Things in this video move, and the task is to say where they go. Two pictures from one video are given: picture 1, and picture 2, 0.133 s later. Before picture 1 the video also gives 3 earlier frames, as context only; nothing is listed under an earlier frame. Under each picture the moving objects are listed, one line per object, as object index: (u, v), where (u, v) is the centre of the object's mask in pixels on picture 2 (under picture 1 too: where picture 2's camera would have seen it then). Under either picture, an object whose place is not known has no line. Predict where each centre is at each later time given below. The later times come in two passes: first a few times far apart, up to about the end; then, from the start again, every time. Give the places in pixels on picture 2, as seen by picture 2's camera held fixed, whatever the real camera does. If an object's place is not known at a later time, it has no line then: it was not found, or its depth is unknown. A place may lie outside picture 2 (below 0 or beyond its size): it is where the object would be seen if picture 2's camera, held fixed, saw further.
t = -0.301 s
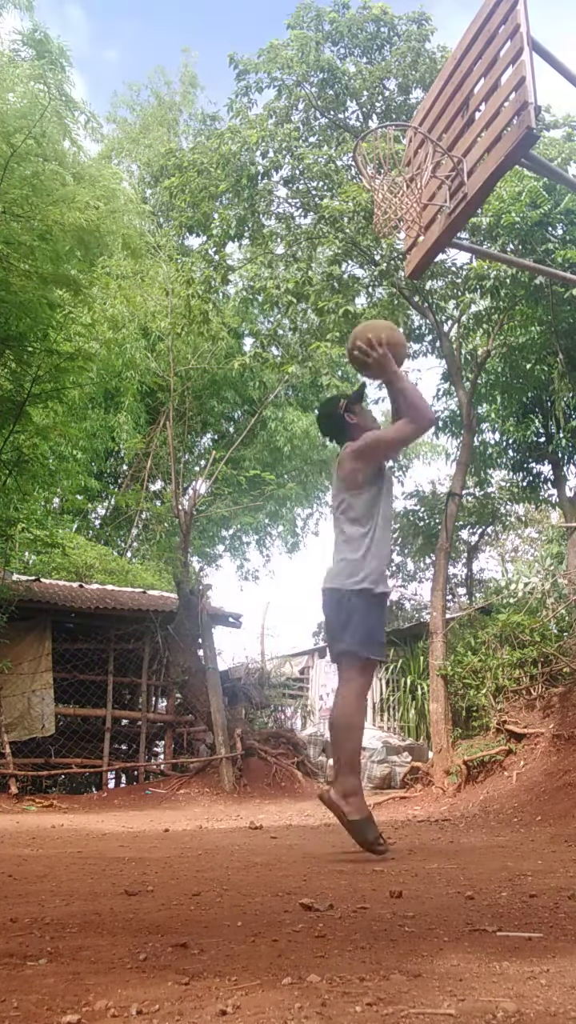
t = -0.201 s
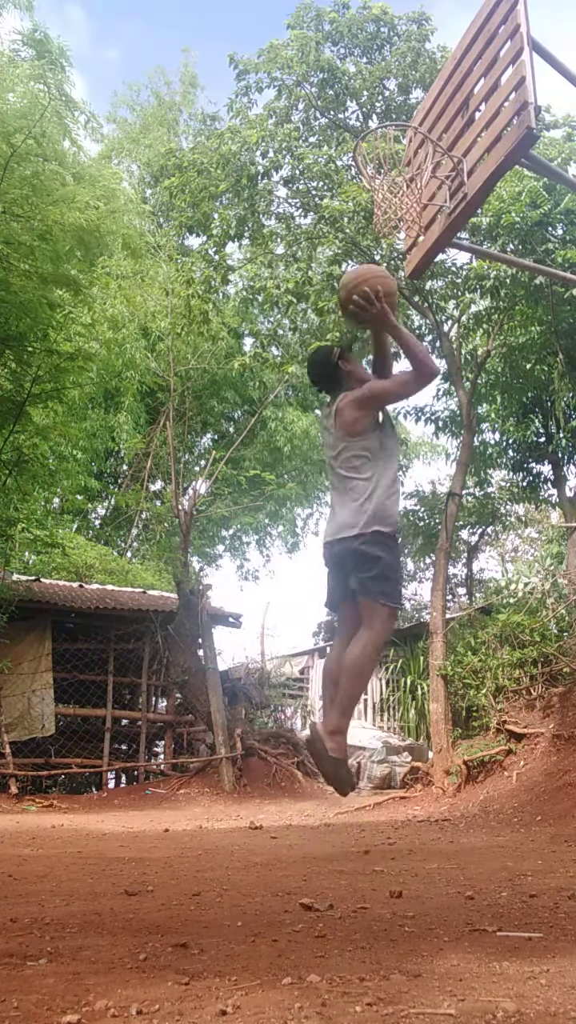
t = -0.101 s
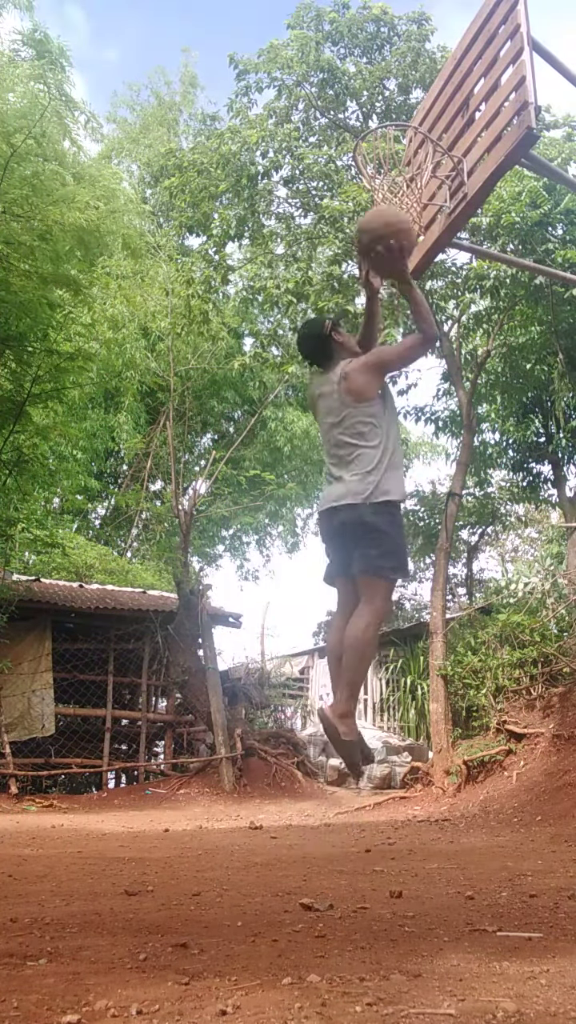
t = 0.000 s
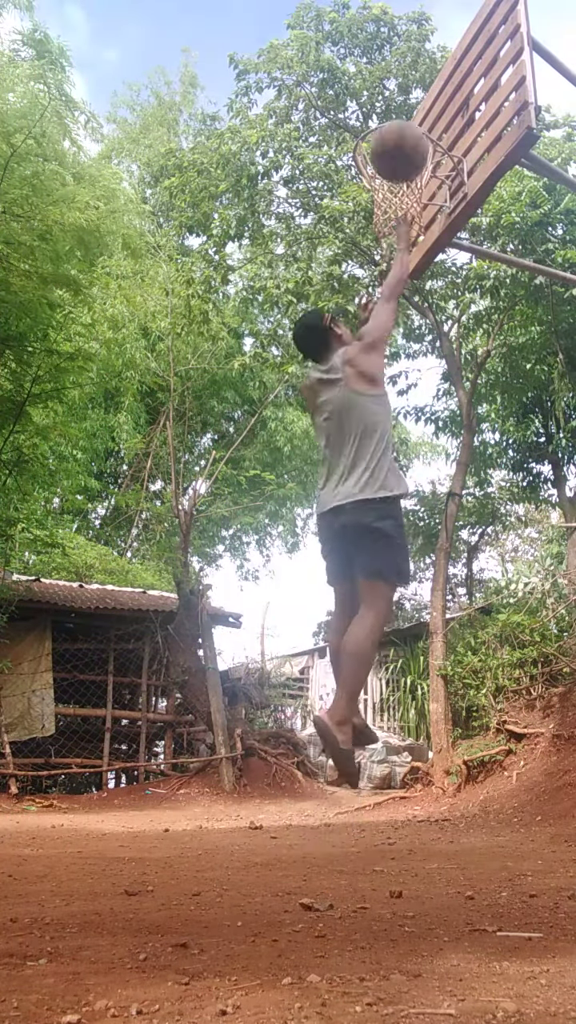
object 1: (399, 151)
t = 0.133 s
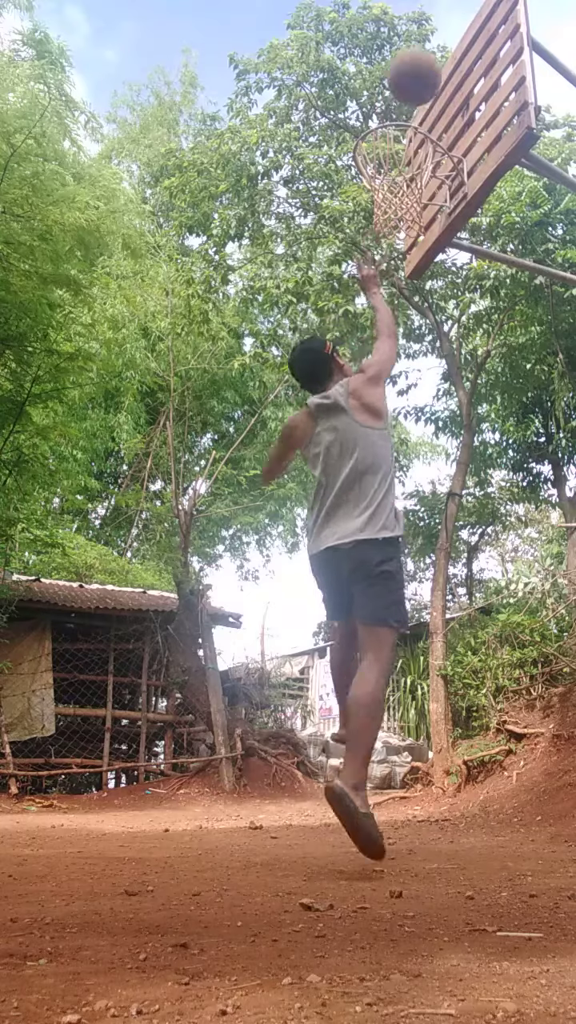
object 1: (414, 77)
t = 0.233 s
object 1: (424, 49)
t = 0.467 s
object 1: (445, 53)
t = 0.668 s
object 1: (413, 81)
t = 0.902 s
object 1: (381, 193)
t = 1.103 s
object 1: (389, 275)
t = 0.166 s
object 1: (417, 66)
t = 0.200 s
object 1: (421, 56)
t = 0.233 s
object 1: (424, 49)
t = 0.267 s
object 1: (427, 44)
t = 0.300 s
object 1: (430, 41)
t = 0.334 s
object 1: (433, 40)
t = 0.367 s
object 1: (435, 41)
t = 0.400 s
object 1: (438, 42)
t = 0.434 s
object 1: (441, 47)
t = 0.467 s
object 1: (445, 53)
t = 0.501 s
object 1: (440, 54)
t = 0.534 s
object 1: (434, 55)
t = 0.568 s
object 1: (430, 58)
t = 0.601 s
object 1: (424, 64)
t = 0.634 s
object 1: (419, 72)
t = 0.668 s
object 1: (413, 81)
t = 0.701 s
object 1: (408, 93)
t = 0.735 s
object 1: (403, 104)
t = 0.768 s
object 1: (396, 120)
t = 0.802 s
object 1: (390, 140)
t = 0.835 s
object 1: (383, 155)
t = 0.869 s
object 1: (380, 169)
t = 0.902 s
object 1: (381, 193)
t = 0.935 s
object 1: (382, 213)
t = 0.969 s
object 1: (385, 216)
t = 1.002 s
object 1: (385, 224)
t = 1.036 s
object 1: (386, 239)
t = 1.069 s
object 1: (388, 256)
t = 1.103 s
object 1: (389, 275)
